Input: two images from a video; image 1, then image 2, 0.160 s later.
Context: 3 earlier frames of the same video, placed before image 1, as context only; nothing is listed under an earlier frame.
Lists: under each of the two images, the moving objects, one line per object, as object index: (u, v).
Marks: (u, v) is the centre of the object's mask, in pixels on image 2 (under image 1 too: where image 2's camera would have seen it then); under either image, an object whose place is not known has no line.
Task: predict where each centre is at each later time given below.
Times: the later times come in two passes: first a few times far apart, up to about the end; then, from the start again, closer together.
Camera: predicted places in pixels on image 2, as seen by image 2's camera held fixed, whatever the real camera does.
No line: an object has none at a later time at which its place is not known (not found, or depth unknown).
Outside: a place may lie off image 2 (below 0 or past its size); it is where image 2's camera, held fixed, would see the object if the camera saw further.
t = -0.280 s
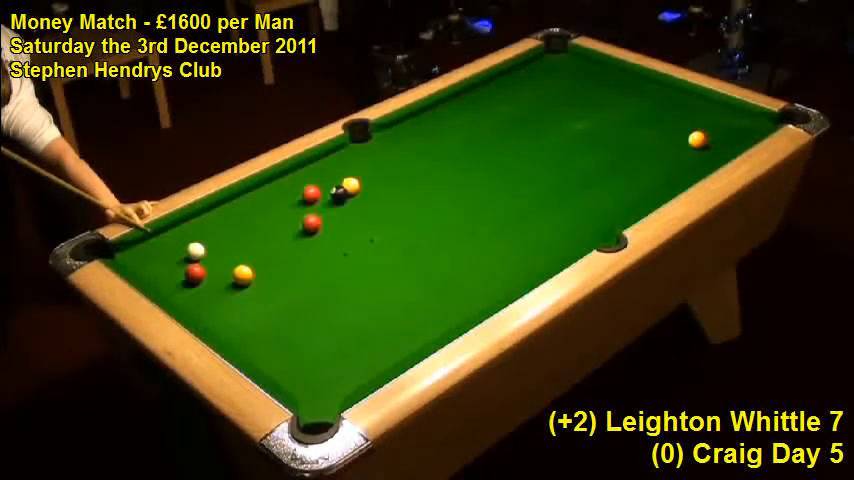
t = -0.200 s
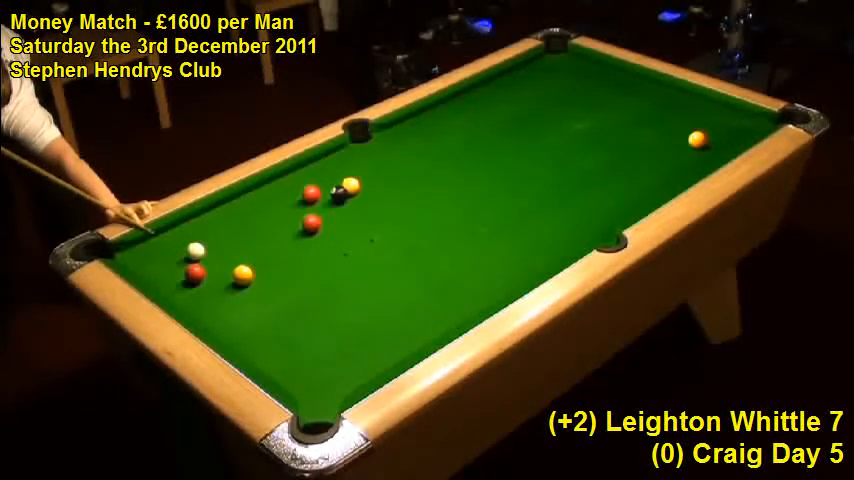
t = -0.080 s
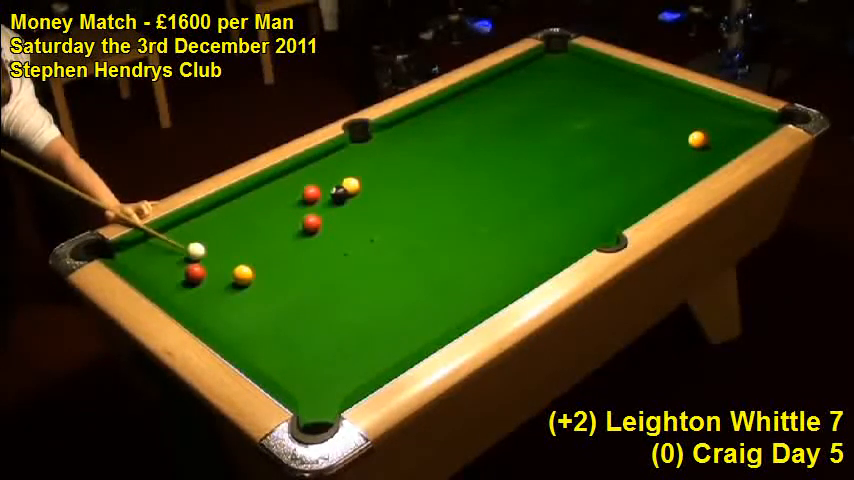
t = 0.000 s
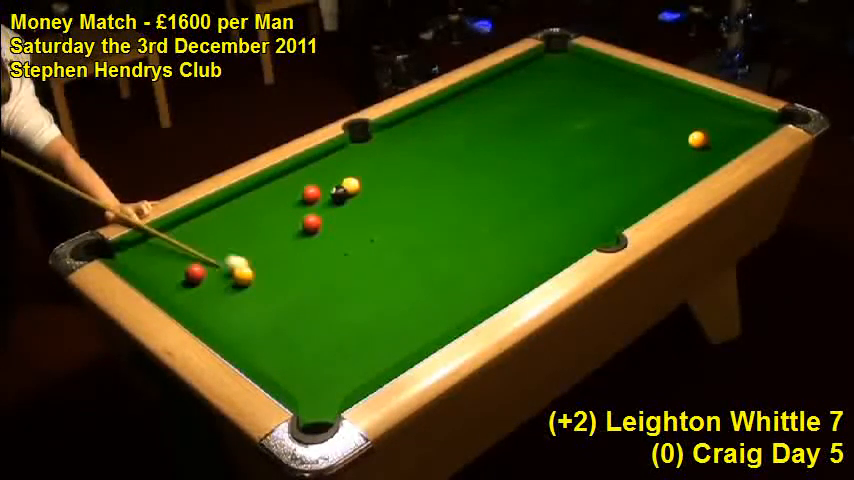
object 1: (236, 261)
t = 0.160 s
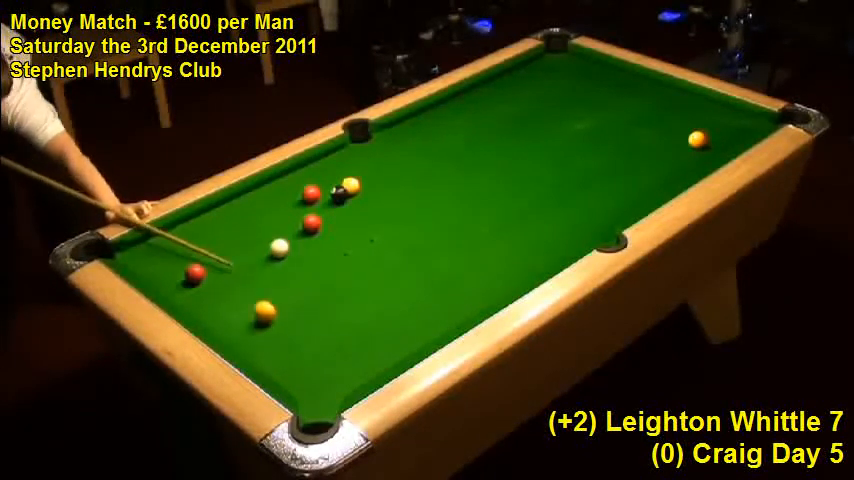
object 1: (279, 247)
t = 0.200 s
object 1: (286, 243)
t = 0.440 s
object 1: (298, 230)
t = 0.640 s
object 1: (299, 226)
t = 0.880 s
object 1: (298, 223)
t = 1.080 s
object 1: (298, 222)
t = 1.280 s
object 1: (298, 220)
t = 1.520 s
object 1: (298, 220)
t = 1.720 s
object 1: (298, 220)
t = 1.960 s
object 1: (298, 220)
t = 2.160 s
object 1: (298, 220)
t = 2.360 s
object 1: (299, 220)
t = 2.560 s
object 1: (299, 220)
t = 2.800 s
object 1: (299, 220)
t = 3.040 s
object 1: (299, 220)
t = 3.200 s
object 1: (299, 220)
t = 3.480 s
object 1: (299, 220)
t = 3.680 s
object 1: (299, 220)
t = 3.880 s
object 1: (299, 220)
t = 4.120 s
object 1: (299, 220)
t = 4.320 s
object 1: (299, 220)
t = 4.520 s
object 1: (299, 220)
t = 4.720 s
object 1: (299, 220)
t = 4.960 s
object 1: (299, 220)
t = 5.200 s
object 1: (299, 220)
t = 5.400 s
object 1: (299, 220)
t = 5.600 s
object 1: (299, 220)
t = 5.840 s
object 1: (297, 217)
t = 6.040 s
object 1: (298, 220)
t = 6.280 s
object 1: (299, 220)
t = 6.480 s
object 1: (299, 220)
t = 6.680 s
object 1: (299, 220)
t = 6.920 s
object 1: (299, 220)
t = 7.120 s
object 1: (299, 220)
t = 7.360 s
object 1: (299, 220)
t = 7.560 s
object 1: (299, 220)
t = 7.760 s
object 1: (299, 220)
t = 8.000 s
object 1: (299, 220)
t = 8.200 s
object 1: (299, 220)
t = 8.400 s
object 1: (299, 220)
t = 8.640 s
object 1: (299, 220)
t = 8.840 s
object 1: (299, 220)
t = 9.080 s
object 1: (299, 220)
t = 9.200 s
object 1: (298, 220)
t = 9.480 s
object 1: (298, 220)
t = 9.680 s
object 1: (299, 219)
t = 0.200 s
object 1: (286, 243)
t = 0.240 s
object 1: (290, 239)
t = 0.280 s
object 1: (295, 235)
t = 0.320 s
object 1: (299, 232)
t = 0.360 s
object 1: (298, 232)
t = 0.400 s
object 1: (298, 231)
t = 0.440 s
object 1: (298, 230)
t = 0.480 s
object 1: (298, 229)
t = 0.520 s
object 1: (298, 229)
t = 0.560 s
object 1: (299, 228)
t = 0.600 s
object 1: (299, 227)
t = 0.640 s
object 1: (299, 226)
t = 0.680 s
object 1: (298, 226)
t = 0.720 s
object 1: (298, 225)
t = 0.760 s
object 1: (298, 225)
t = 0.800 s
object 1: (299, 224)
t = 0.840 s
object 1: (298, 224)
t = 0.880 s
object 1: (298, 223)
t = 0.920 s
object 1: (298, 223)
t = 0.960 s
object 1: (298, 222)
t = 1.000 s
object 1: (298, 222)
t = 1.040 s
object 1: (298, 222)
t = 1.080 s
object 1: (298, 222)
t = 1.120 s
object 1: (298, 221)
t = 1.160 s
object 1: (298, 221)
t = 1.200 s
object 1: (298, 221)
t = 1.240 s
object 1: (298, 220)
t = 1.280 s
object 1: (298, 220)
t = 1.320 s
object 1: (298, 220)
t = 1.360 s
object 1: (298, 220)
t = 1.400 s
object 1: (298, 220)
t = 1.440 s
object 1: (298, 220)
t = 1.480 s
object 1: (298, 220)
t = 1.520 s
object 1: (298, 220)
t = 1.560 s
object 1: (298, 220)
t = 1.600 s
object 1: (298, 220)
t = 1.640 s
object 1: (298, 220)
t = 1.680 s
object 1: (298, 220)
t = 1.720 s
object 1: (298, 220)
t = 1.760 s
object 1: (298, 220)
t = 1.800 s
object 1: (298, 220)
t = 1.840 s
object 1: (299, 220)
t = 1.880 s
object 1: (299, 220)
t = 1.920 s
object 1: (298, 220)
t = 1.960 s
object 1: (298, 220)
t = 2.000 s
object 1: (298, 220)
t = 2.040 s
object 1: (298, 220)
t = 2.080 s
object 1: (298, 220)
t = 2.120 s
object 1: (298, 220)
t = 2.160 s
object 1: (298, 220)
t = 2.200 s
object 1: (298, 220)
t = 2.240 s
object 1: (298, 220)
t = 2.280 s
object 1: (298, 220)
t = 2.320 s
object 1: (298, 220)
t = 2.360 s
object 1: (299, 220)
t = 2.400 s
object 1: (299, 220)
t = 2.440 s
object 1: (299, 220)
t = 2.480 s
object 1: (299, 220)
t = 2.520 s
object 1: (299, 220)
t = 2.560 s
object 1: (299, 220)
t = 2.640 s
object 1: (299, 220)
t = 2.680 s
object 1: (299, 220)
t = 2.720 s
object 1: (299, 220)
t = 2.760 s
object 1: (299, 220)
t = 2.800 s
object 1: (299, 220)
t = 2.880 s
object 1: (299, 220)
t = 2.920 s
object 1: (299, 220)
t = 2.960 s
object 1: (299, 220)
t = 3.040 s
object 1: (299, 220)
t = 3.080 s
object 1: (299, 220)
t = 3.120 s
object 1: (299, 220)
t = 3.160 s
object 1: (299, 220)
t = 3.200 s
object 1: (299, 220)
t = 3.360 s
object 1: (299, 220)
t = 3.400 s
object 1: (299, 220)
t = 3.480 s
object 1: (299, 220)
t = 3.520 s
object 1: (299, 220)
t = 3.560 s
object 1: (299, 220)
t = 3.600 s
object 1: (299, 220)
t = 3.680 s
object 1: (299, 220)
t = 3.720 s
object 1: (299, 220)
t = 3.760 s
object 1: (299, 220)
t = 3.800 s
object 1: (299, 220)
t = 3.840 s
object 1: (299, 220)
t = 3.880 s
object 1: (299, 220)
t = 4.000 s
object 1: (299, 220)
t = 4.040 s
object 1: (299, 220)
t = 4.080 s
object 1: (299, 220)
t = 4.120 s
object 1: (299, 220)
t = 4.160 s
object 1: (299, 220)
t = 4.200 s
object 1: (299, 220)
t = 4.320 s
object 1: (299, 220)
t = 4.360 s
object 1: (299, 220)
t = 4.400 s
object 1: (299, 220)
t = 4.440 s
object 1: (299, 220)
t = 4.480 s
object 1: (299, 220)
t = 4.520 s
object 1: (299, 220)
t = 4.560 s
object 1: (299, 220)
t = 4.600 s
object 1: (299, 220)
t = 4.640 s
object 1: (299, 220)
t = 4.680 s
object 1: (299, 220)
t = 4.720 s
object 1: (299, 220)
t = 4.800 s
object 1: (299, 220)
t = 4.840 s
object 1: (299, 220)
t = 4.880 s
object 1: (299, 220)
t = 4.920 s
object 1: (299, 220)
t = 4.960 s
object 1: (299, 220)
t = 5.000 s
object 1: (299, 220)
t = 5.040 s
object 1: (299, 220)
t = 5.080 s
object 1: (299, 220)
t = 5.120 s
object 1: (299, 220)
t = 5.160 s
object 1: (299, 220)
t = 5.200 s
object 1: (299, 220)
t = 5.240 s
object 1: (299, 220)
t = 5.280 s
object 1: (299, 220)
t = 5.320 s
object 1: (299, 220)
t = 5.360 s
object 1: (299, 220)
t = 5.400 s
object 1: (299, 220)
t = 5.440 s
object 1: (299, 220)
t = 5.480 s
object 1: (299, 220)
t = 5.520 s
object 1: (299, 220)
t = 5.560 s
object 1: (299, 220)
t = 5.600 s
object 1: (299, 220)
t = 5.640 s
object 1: (299, 220)
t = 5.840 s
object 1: (297, 217)
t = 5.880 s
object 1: (298, 220)
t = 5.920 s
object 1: (299, 220)
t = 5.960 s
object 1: (298, 220)
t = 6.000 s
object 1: (298, 220)
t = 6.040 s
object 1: (298, 220)
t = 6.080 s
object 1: (298, 220)
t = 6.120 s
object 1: (298, 220)
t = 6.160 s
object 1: (298, 220)
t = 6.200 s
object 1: (298, 220)
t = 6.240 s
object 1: (298, 220)
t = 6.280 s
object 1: (299, 220)
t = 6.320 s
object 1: (298, 220)
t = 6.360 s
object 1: (299, 220)
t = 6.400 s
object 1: (299, 220)
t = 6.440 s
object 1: (299, 220)
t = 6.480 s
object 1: (299, 220)
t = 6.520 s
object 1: (299, 220)
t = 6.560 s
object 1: (299, 220)
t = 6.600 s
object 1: (299, 220)
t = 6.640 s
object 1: (299, 220)
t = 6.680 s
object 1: (299, 220)
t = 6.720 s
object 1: (299, 220)
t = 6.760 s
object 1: (299, 220)
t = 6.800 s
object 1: (299, 220)
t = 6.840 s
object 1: (299, 220)
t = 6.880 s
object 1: (299, 220)
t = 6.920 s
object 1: (299, 220)
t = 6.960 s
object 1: (299, 220)
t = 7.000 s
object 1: (299, 220)
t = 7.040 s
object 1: (299, 220)
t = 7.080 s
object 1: (299, 220)
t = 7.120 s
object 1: (299, 220)
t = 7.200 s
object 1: (299, 220)
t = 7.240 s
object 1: (299, 220)
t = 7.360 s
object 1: (299, 220)
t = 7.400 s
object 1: (299, 220)
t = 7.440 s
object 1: (299, 220)
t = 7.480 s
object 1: (299, 220)
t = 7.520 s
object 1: (299, 220)
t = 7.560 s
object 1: (299, 220)
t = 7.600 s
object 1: (299, 220)
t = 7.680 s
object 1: (299, 220)
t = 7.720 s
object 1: (299, 220)
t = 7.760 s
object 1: (299, 220)
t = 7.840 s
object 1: (299, 220)
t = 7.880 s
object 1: (299, 220)
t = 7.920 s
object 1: (299, 220)
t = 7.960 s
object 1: (299, 220)
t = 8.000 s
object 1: (299, 220)
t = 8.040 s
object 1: (299, 220)
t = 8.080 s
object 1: (299, 220)
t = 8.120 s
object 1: (299, 220)
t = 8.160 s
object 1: (299, 220)
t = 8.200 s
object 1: (299, 220)
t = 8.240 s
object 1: (299, 220)
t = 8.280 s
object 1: (299, 220)
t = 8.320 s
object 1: (299, 220)
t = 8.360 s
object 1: (299, 220)
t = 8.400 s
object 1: (299, 220)
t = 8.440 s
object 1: (299, 220)
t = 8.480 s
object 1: (299, 220)
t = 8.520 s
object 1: (299, 220)
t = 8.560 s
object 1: (299, 220)
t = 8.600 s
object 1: (299, 220)
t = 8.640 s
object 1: (299, 220)
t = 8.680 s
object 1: (299, 220)
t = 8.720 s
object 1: (299, 220)
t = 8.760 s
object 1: (299, 220)
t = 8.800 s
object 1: (299, 220)
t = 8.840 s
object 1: (299, 220)
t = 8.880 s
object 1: (299, 220)
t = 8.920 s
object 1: (299, 220)
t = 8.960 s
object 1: (299, 220)
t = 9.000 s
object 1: (299, 220)
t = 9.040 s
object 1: (299, 220)
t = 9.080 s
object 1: (299, 220)
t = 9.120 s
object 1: (299, 220)
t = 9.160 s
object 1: (299, 220)
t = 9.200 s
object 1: (298, 220)
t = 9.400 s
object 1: (301, 219)
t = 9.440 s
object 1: (299, 219)
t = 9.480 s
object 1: (298, 220)
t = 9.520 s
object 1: (298, 220)
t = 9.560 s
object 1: (299, 220)
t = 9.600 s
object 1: (299, 220)
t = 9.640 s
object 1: (299, 220)
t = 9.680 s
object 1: (299, 219)
